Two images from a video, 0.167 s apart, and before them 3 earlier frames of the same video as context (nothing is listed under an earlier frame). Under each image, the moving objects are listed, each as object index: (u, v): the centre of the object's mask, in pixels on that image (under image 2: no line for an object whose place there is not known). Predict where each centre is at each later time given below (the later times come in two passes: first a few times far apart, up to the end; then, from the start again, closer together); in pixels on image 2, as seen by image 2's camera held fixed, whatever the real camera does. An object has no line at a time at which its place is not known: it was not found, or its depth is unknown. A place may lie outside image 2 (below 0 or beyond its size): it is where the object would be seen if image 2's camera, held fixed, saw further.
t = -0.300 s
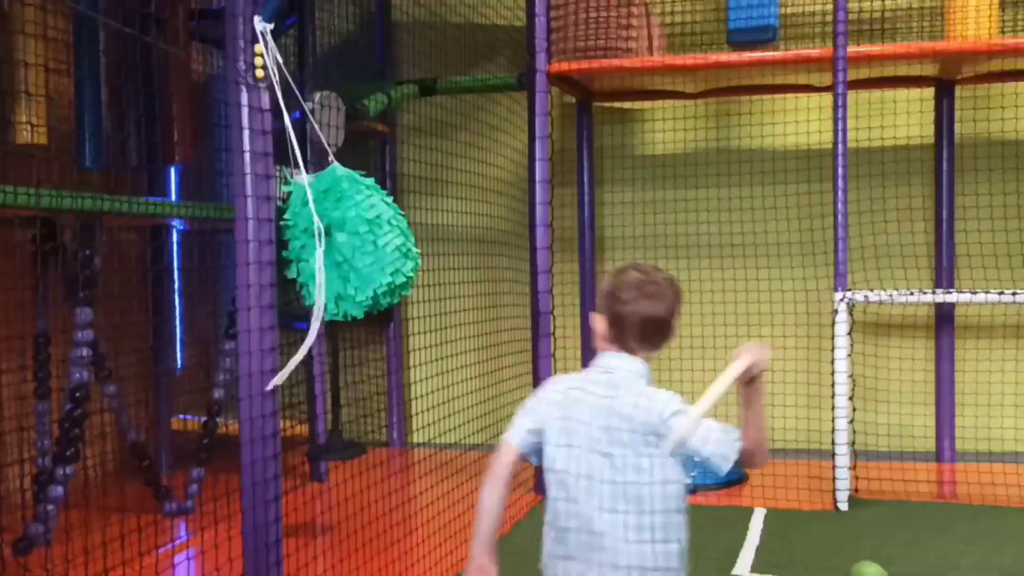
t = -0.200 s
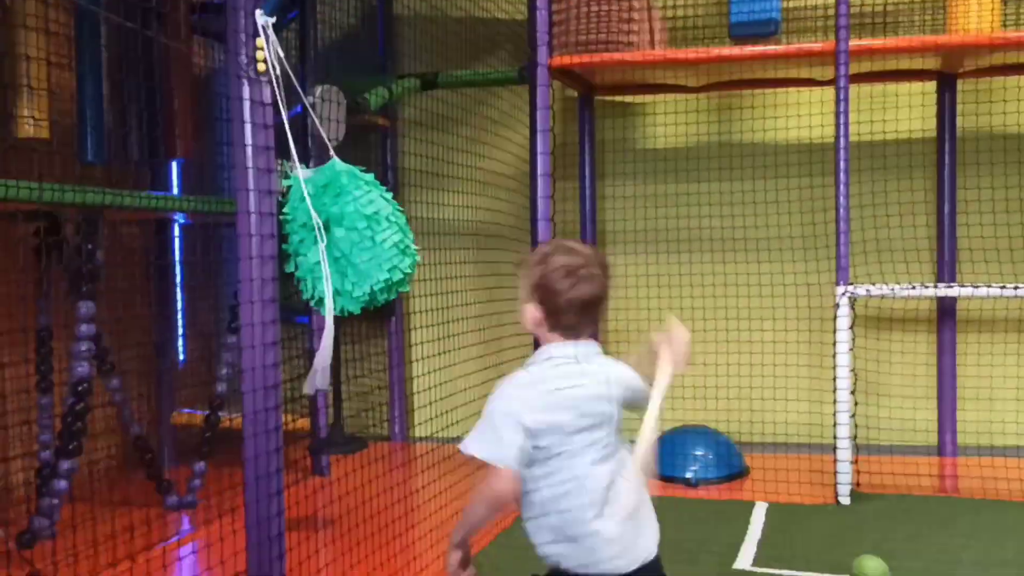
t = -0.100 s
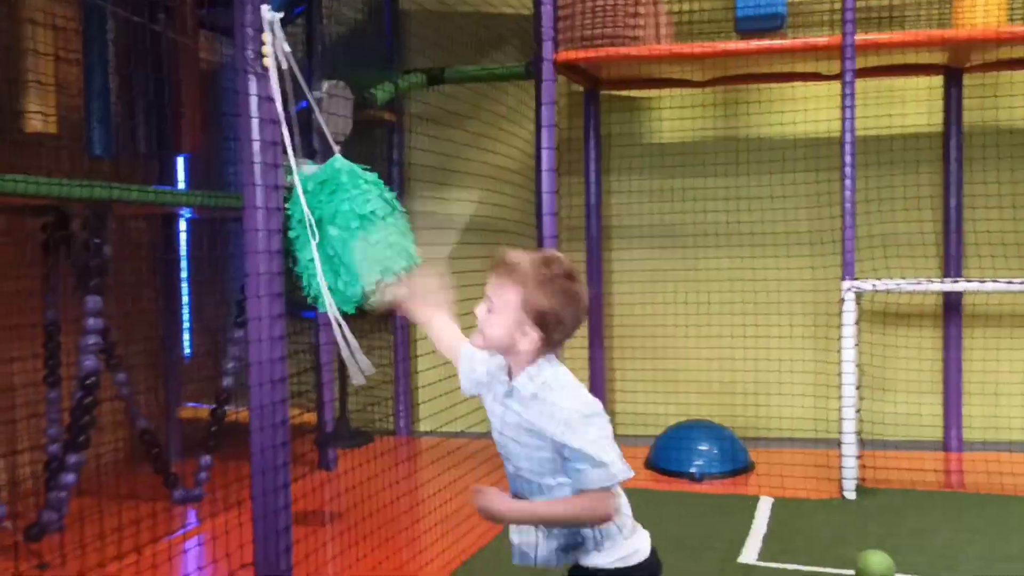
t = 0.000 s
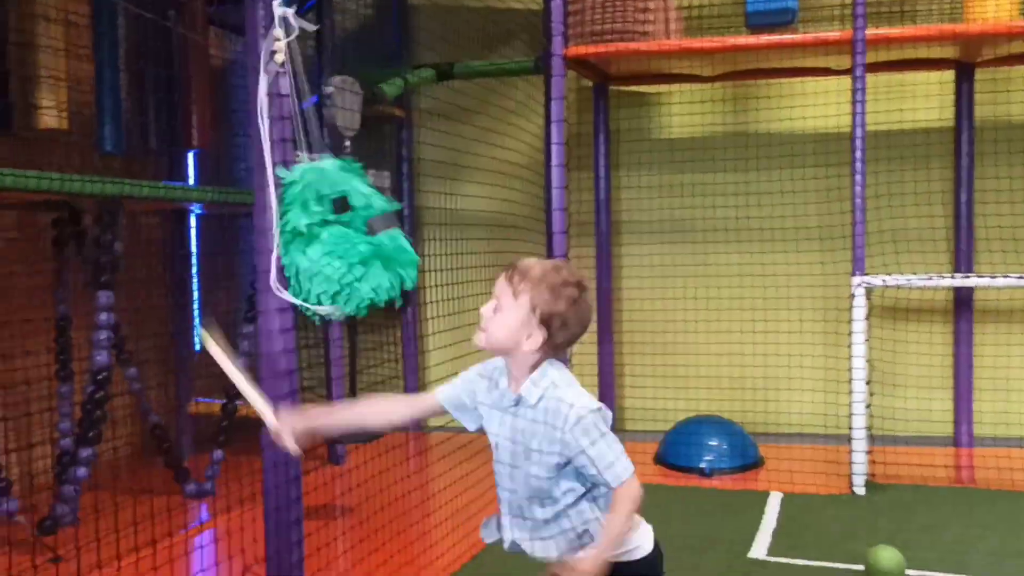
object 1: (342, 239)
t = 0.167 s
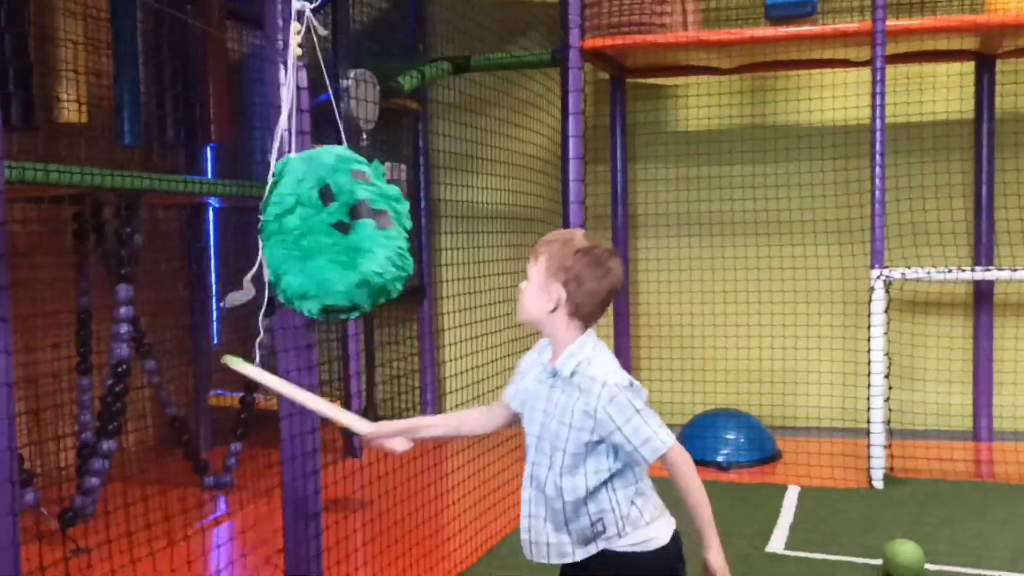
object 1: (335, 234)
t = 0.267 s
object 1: (321, 229)
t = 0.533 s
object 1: (277, 215)
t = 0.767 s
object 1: (278, 227)
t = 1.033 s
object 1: (340, 230)
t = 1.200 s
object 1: (375, 230)
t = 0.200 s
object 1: (330, 233)
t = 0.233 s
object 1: (325, 230)
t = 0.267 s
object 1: (321, 229)
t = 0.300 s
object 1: (316, 228)
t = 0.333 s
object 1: (312, 226)
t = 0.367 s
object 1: (305, 224)
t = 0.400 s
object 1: (299, 221)
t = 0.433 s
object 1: (293, 218)
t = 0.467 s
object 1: (287, 216)
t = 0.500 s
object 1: (281, 215)
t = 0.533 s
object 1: (277, 215)
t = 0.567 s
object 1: (274, 216)
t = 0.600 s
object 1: (271, 217)
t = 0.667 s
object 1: (270, 221)
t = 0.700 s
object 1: (271, 223)
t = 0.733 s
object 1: (274, 225)
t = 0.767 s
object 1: (278, 227)
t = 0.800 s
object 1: (284, 229)
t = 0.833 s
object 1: (291, 230)
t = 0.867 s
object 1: (299, 232)
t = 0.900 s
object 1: (308, 233)
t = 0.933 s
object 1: (318, 233)
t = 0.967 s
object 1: (326, 232)
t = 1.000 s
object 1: (333, 231)
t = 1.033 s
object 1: (340, 230)
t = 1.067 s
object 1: (348, 230)
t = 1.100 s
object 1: (355, 230)
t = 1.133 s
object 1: (363, 231)
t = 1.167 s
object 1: (368, 230)
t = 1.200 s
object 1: (375, 230)
